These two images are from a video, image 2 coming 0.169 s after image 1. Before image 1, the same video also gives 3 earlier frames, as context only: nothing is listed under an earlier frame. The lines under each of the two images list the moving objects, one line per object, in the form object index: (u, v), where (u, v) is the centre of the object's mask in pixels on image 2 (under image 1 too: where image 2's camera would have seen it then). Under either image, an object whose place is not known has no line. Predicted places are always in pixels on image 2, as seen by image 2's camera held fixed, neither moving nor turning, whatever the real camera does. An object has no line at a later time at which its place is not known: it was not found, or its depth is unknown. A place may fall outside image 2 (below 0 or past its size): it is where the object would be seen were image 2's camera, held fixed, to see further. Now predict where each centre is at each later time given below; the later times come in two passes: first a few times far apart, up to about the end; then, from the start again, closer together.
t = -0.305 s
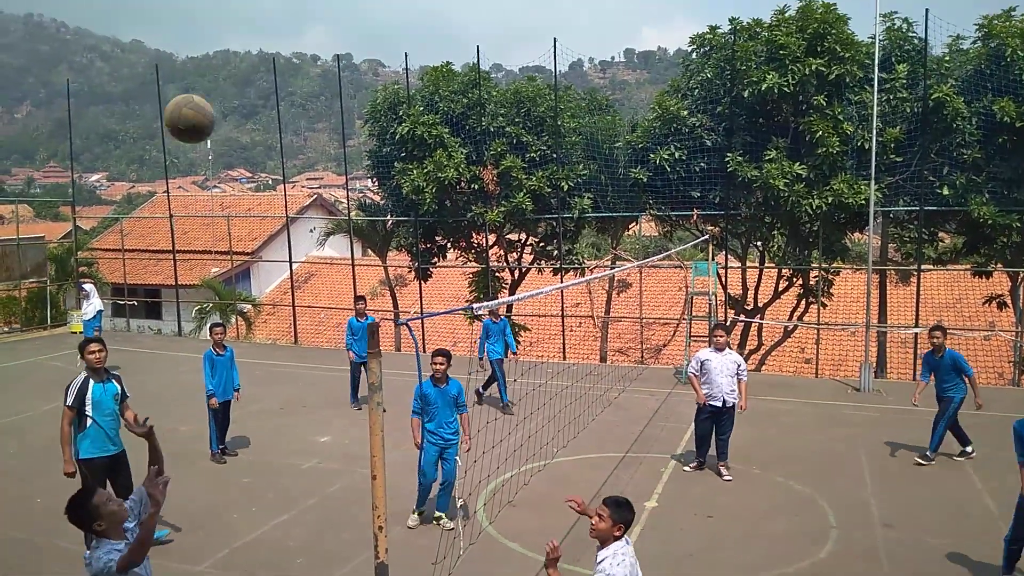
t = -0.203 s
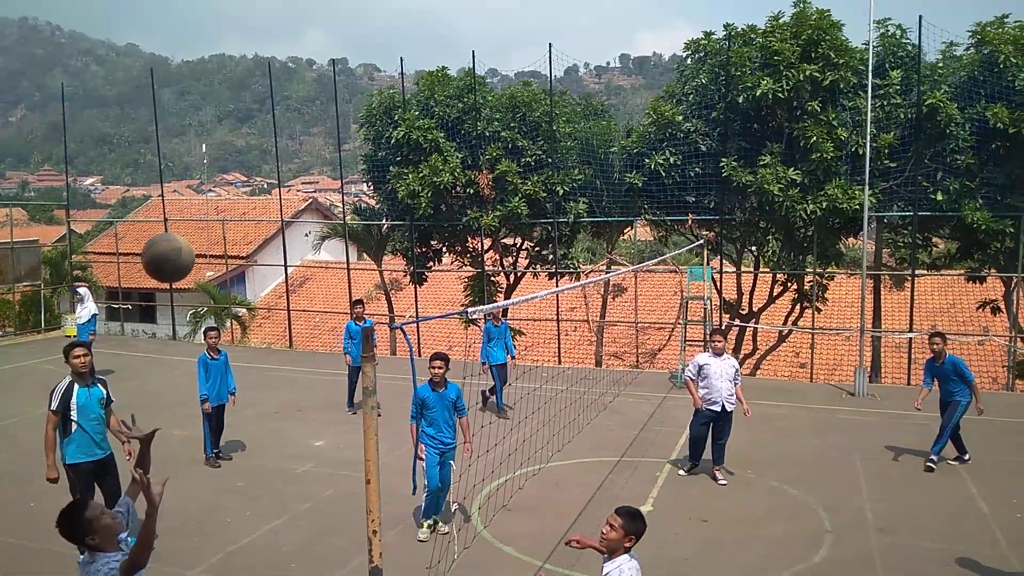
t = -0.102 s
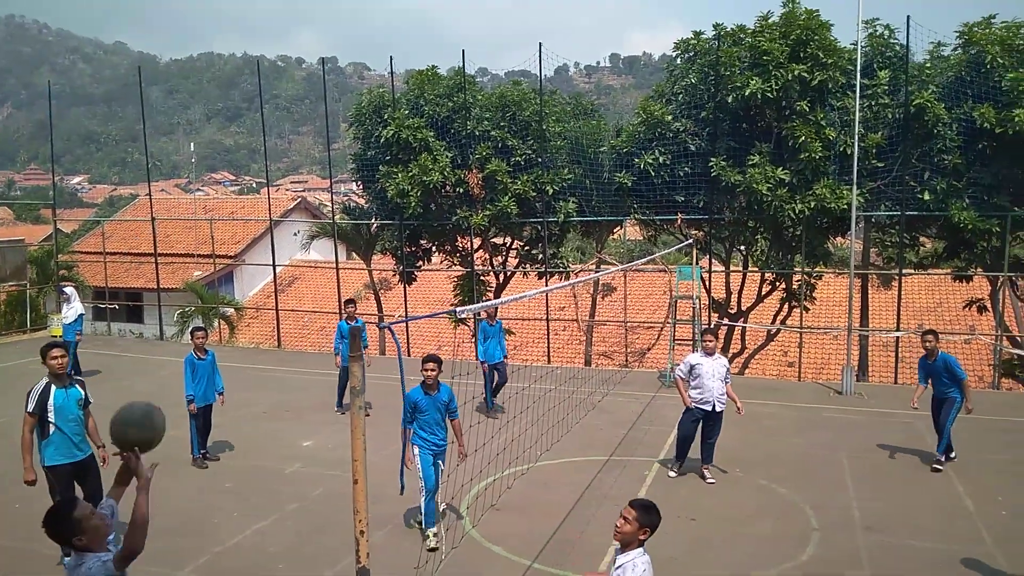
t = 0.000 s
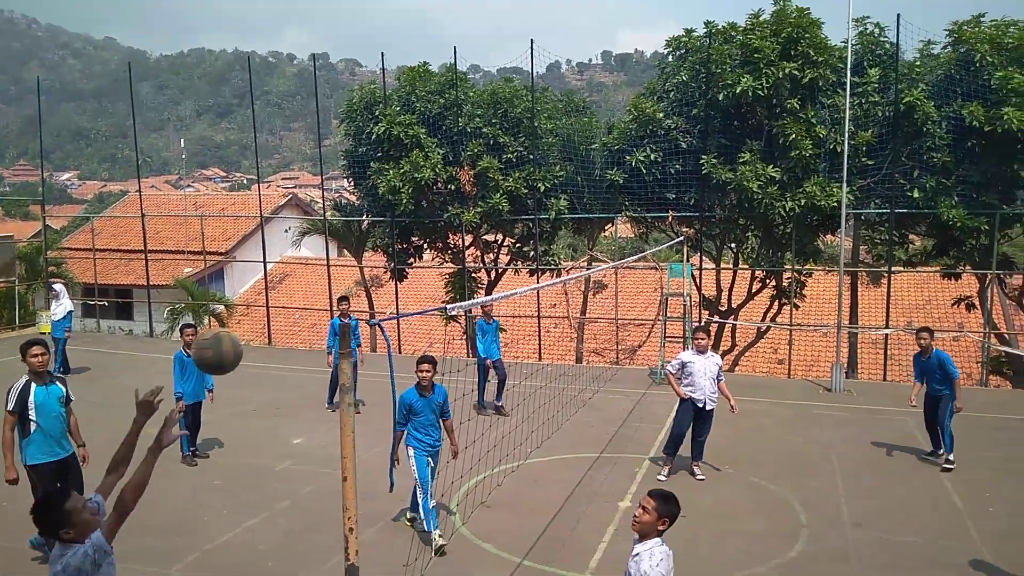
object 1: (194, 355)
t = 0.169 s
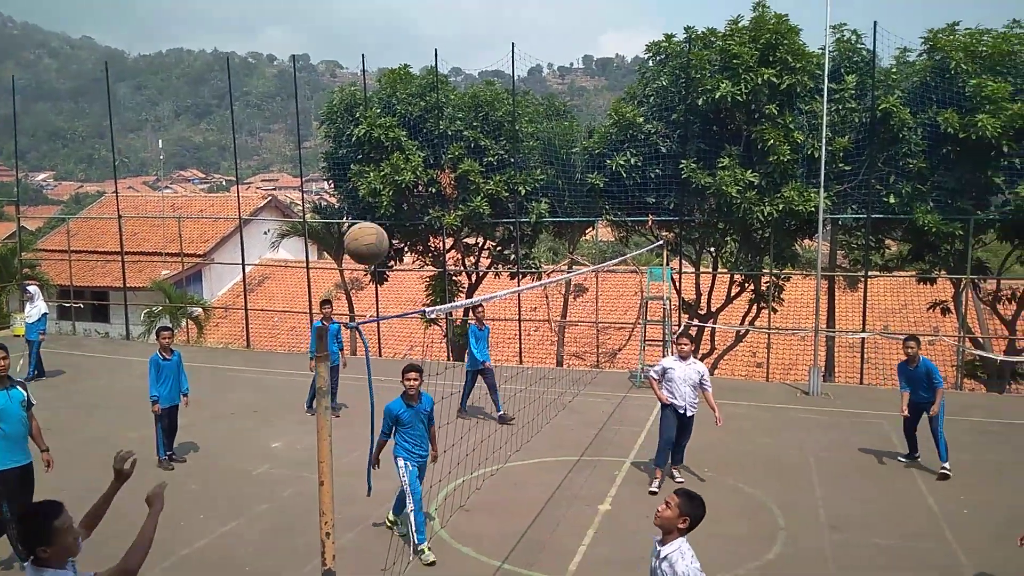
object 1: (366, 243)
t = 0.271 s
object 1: (450, 215)
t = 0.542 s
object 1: (625, 235)
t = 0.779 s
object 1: (732, 333)
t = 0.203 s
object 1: (396, 231)
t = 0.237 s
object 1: (424, 222)
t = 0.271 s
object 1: (450, 215)
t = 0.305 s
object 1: (476, 210)
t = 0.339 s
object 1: (500, 208)
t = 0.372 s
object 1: (524, 208)
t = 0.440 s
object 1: (567, 213)
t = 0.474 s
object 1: (588, 219)
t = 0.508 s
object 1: (607, 226)
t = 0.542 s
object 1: (625, 235)
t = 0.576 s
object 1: (643, 246)
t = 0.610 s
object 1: (660, 257)
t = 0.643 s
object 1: (676, 270)
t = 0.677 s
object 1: (691, 285)
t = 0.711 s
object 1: (703, 302)
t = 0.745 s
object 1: (718, 316)
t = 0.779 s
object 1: (732, 333)
